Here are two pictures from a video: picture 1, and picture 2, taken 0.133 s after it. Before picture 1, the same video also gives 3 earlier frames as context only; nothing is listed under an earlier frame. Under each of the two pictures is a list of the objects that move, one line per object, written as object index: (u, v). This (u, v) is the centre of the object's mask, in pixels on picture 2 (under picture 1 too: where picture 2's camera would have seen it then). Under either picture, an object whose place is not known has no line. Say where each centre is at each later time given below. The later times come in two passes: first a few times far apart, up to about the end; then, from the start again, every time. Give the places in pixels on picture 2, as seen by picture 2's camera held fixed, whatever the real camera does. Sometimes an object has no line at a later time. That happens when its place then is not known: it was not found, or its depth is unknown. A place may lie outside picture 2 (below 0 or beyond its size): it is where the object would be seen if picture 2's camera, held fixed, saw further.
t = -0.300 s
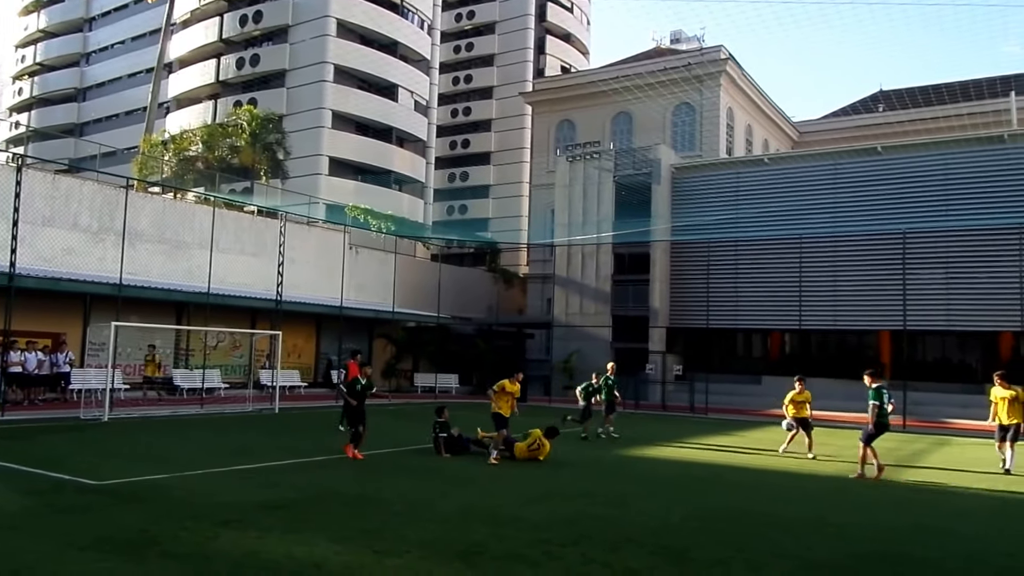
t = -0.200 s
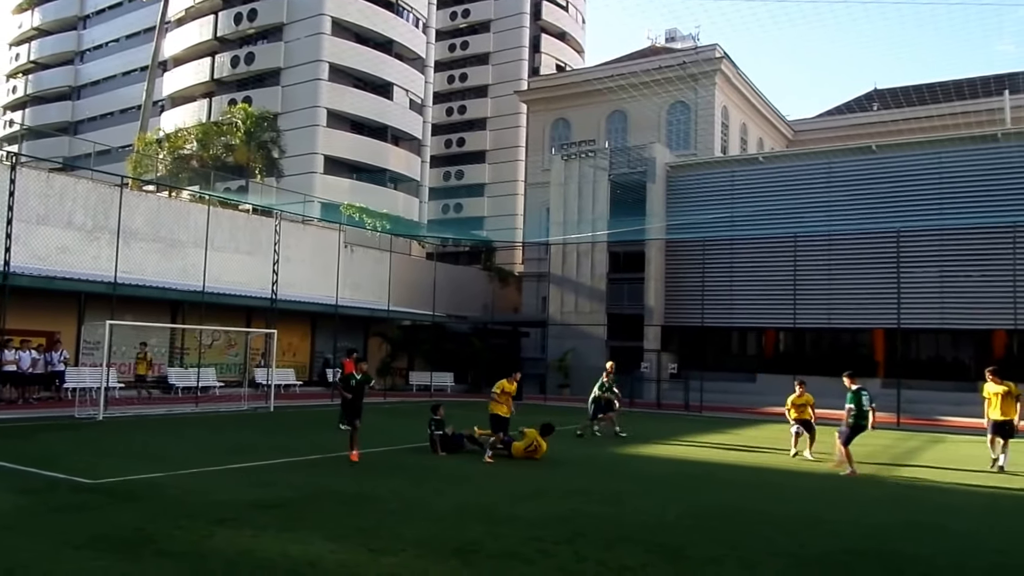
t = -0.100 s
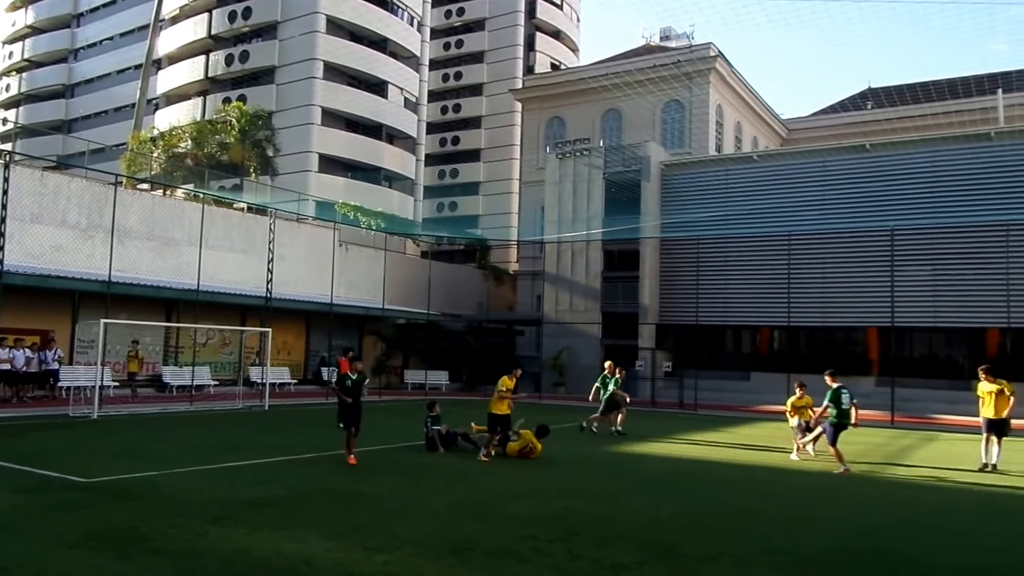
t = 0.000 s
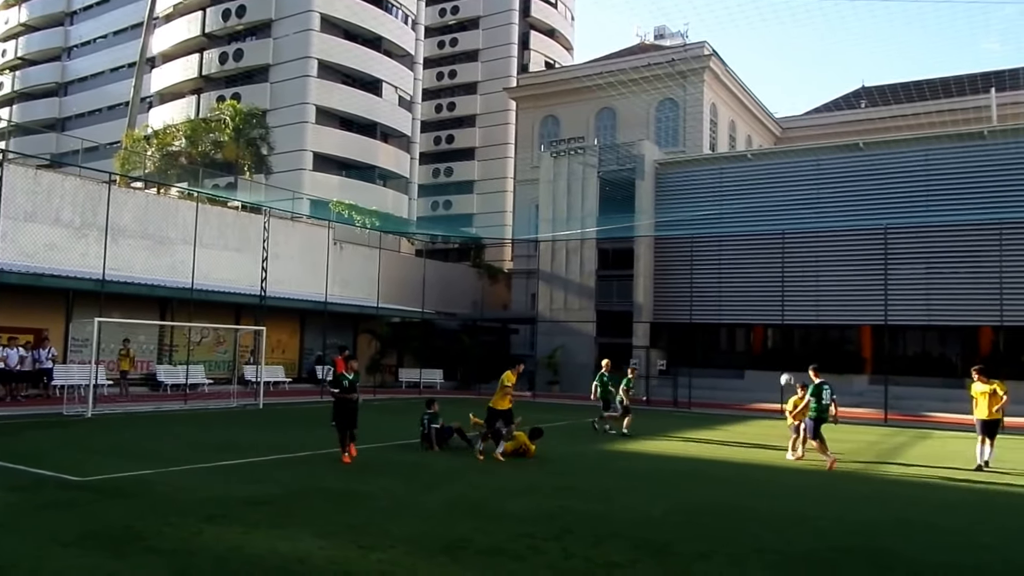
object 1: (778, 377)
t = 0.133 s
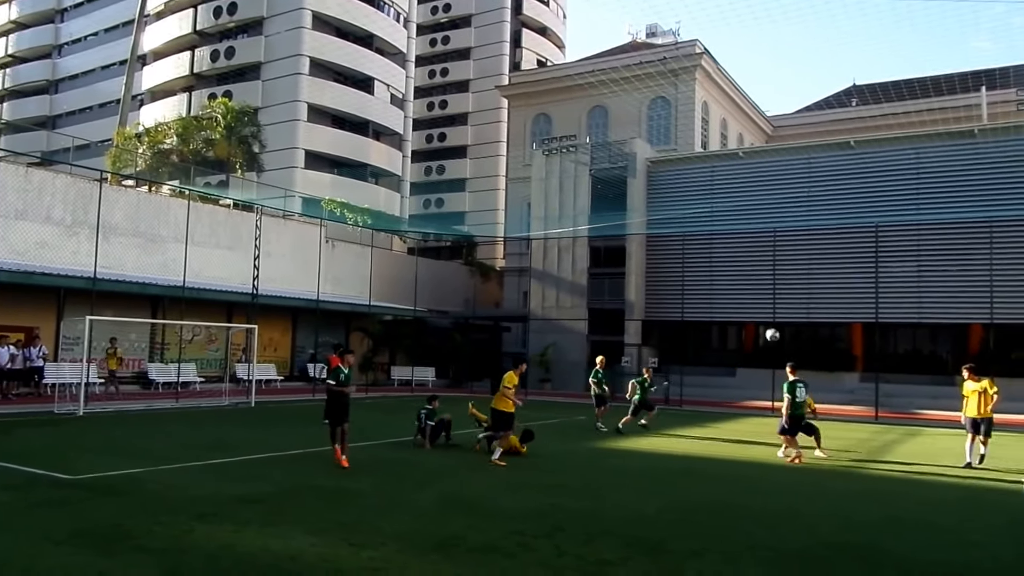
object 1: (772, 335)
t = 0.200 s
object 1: (770, 318)
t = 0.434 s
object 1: (762, 278)
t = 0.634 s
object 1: (757, 267)
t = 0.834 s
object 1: (753, 273)
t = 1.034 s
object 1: (750, 297)
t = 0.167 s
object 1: (771, 326)
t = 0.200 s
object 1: (770, 318)
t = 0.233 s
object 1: (769, 310)
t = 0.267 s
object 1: (766, 303)
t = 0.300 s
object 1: (766, 297)
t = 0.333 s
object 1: (765, 291)
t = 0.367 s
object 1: (764, 286)
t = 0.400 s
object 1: (763, 282)
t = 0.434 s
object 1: (762, 278)
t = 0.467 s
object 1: (761, 274)
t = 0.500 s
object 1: (760, 272)
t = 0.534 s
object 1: (759, 269)
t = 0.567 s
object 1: (758, 268)
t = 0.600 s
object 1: (757, 267)
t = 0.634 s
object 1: (757, 267)
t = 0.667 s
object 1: (756, 266)
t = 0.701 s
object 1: (756, 266)
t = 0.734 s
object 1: (755, 267)
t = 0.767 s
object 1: (754, 269)
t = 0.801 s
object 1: (754, 271)
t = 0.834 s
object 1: (753, 273)
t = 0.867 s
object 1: (752, 276)
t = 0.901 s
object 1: (752, 279)
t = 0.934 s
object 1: (751, 283)
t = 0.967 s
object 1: (751, 288)
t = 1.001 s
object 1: (750, 292)
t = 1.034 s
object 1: (750, 297)
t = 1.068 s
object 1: (749, 302)
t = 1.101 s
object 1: (748, 308)
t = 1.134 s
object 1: (748, 314)
